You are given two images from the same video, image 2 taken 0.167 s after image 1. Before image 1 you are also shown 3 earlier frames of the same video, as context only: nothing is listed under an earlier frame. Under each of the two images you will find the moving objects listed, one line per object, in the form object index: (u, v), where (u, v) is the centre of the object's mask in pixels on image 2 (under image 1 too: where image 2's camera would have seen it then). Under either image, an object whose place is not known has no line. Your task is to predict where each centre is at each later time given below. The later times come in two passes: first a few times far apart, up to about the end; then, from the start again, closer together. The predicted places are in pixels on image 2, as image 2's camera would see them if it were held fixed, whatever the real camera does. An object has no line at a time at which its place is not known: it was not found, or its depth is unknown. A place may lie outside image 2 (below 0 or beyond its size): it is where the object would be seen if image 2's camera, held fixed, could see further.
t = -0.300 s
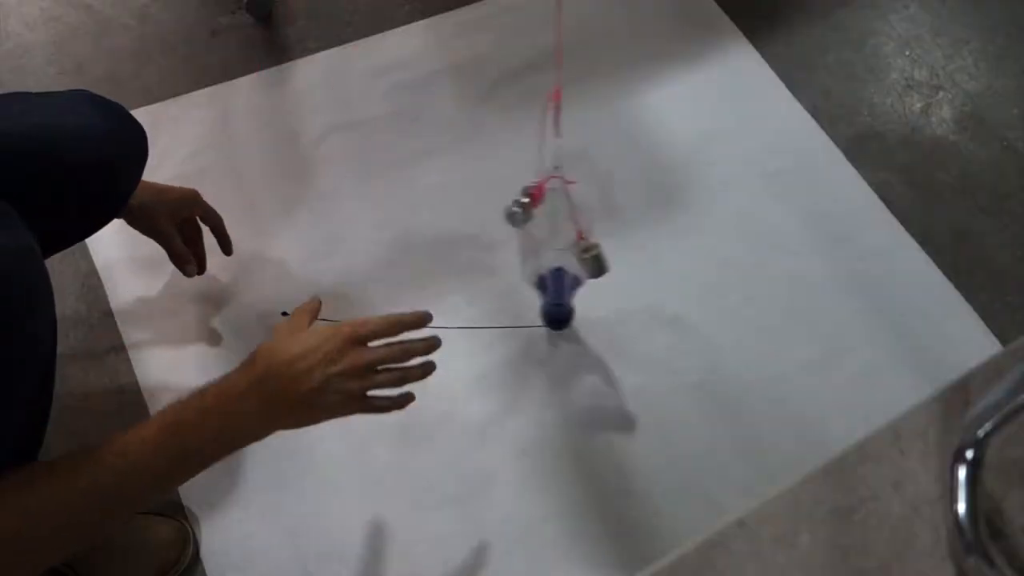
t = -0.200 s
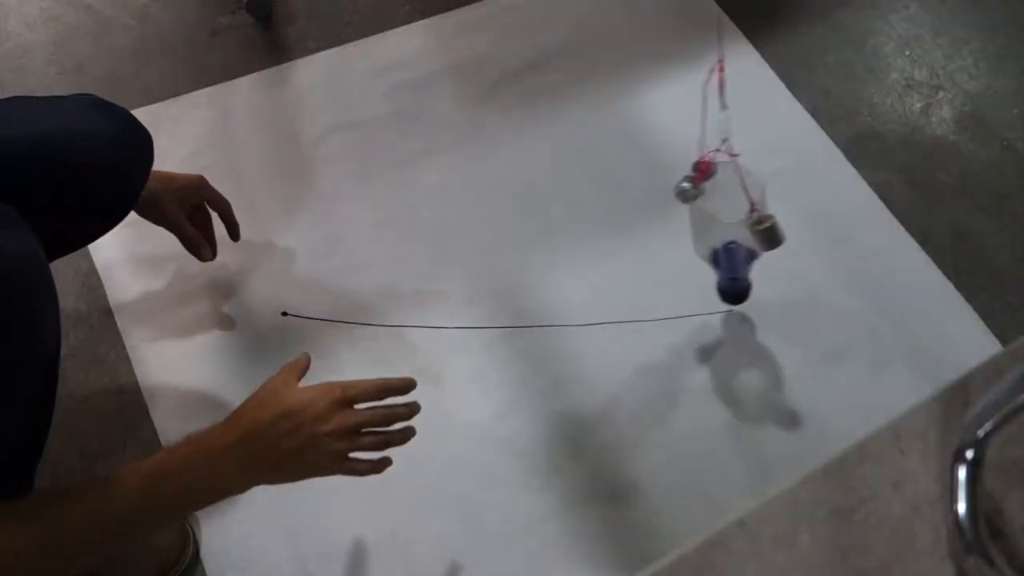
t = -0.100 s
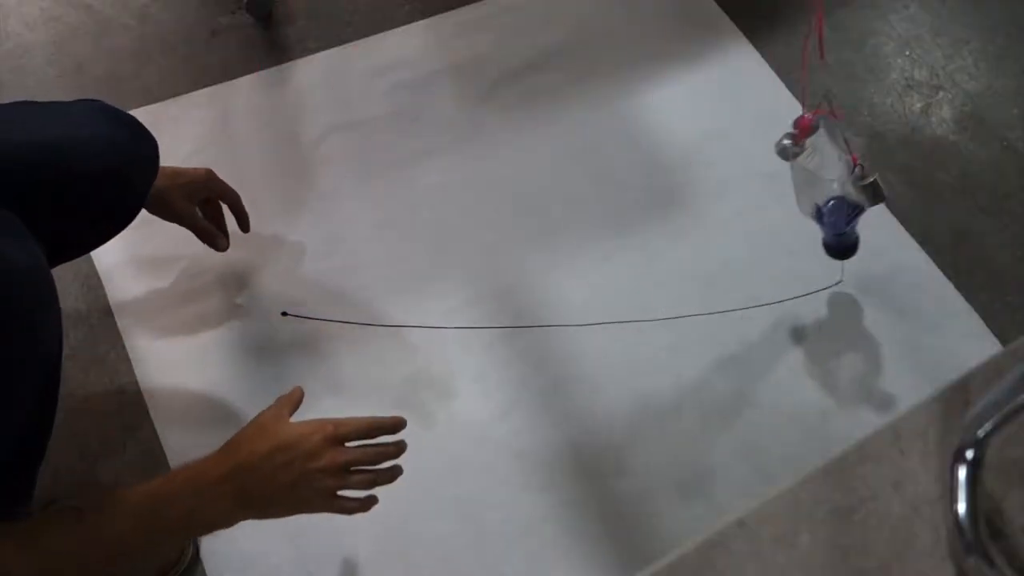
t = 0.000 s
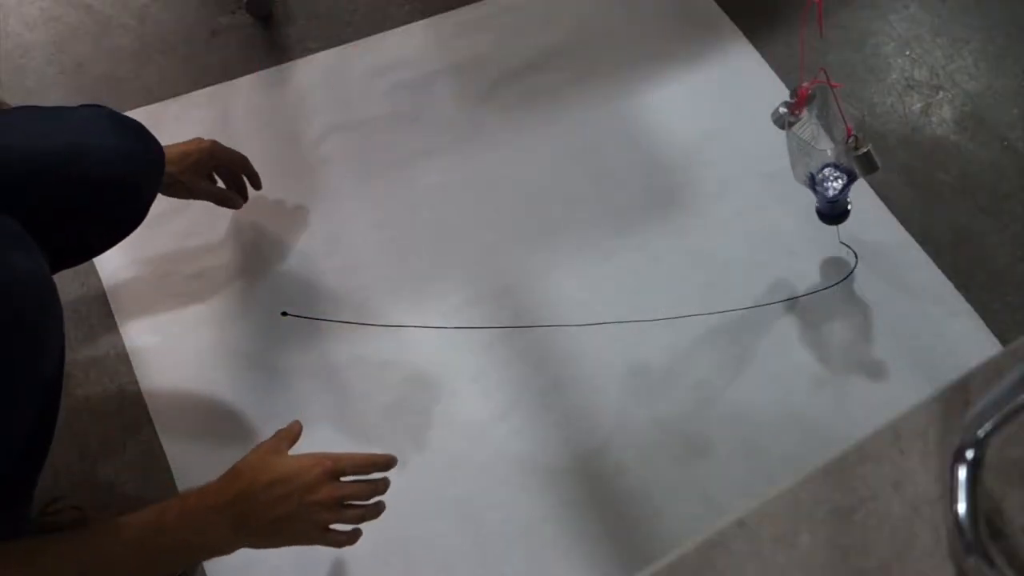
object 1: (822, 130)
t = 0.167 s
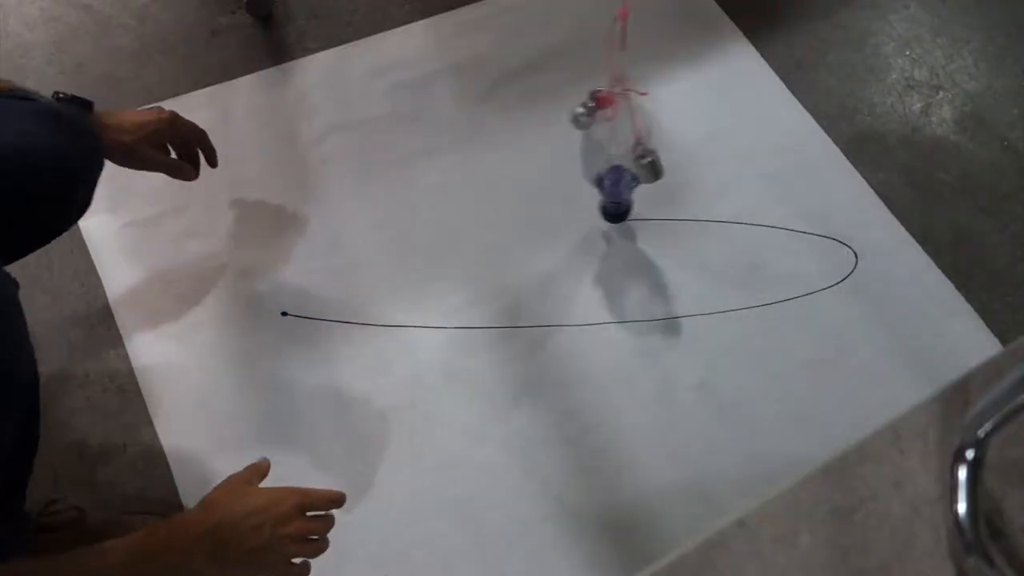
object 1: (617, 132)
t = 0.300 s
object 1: (401, 164)
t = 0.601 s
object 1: (363, 261)
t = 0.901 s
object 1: (778, 154)
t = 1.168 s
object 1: (639, 106)
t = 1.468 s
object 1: (299, 266)
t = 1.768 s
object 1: (578, 213)
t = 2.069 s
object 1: (744, 62)
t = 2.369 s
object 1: (429, 267)
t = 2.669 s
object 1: (407, 276)
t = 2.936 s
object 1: (695, 89)
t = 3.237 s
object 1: (644, 142)
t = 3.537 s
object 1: (337, 296)
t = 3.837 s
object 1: (543, 149)
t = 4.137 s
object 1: (751, 124)
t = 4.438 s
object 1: (450, 254)
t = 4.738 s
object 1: (394, 177)
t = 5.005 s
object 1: (710, 123)
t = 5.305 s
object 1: (654, 206)
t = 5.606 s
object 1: (320, 200)
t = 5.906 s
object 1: (568, 159)
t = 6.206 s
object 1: (766, 186)
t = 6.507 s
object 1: (415, 183)
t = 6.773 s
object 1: (388, 182)
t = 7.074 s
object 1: (745, 187)
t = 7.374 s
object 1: (604, 177)
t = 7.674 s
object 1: (334, 191)
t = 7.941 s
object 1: (569, 223)
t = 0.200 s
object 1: (561, 137)
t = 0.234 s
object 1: (505, 145)
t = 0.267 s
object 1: (452, 153)
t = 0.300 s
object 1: (401, 164)
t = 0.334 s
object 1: (355, 175)
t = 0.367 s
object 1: (317, 185)
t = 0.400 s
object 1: (288, 199)
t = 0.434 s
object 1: (270, 213)
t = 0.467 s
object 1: (264, 228)
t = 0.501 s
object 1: (271, 243)
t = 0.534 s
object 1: (290, 253)
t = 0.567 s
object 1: (322, 260)
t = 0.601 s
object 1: (363, 261)
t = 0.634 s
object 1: (410, 263)
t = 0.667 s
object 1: (462, 258)
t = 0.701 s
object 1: (518, 249)
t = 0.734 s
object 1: (574, 236)
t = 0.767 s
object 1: (627, 222)
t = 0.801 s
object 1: (675, 206)
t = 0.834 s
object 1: (718, 188)
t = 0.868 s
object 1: (752, 169)
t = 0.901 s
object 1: (778, 154)
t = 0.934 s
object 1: (791, 137)
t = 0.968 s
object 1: (796, 117)
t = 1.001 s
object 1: (791, 98)
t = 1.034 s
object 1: (775, 90)
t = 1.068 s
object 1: (751, 87)
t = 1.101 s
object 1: (721, 90)
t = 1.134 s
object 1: (682, 96)
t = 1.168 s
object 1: (639, 106)
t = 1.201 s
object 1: (594, 120)
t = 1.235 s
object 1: (546, 133)
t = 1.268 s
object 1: (499, 151)
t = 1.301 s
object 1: (452, 172)
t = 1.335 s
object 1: (408, 190)
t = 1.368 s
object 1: (369, 212)
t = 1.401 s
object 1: (336, 231)
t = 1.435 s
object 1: (313, 250)
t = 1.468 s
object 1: (299, 266)
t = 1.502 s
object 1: (297, 278)
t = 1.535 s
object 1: (306, 290)
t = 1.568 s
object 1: (326, 294)
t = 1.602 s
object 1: (357, 291)
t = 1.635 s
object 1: (395, 284)
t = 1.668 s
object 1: (438, 272)
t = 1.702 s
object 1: (484, 253)
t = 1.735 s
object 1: (532, 234)
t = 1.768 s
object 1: (578, 213)
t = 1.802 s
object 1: (621, 187)
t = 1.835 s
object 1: (661, 162)
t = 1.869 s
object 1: (695, 134)
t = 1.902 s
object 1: (722, 122)
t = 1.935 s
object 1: (742, 109)
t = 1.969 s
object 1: (754, 86)
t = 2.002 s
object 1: (758, 73)
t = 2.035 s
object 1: (756, 63)
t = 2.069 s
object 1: (744, 62)
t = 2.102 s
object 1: (726, 67)
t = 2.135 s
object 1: (701, 80)
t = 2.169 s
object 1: (670, 99)
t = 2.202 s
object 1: (635, 120)
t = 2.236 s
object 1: (598, 125)
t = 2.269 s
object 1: (559, 149)
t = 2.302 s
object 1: (512, 205)
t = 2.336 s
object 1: (467, 244)
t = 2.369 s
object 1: (429, 267)
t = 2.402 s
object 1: (399, 253)
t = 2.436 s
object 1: (369, 273)
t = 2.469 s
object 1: (347, 290)
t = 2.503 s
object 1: (333, 302)
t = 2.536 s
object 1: (329, 309)
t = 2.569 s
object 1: (335, 307)
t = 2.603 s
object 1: (351, 303)
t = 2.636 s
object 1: (376, 293)
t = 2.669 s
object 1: (407, 276)
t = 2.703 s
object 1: (442, 257)
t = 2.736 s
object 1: (481, 234)
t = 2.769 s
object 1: (521, 212)
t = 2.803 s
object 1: (561, 184)
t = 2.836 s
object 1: (599, 157)
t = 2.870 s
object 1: (635, 129)
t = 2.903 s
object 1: (667, 107)
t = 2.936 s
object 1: (695, 89)
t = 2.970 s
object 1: (716, 71)
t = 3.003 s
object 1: (732, 62)
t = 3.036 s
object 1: (741, 59)
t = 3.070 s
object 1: (742, 61)
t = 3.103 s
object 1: (736, 69)
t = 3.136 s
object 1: (723, 83)
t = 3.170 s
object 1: (702, 99)
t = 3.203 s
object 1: (675, 117)
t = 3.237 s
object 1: (644, 142)
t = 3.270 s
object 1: (607, 168)
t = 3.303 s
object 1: (568, 197)
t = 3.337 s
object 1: (528, 220)
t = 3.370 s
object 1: (486, 241)
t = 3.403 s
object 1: (446, 262)
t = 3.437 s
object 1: (409, 277)
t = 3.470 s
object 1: (378, 288)
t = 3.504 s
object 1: (353, 297)
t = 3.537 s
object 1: (337, 296)
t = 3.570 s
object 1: (330, 290)
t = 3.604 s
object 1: (333, 280)
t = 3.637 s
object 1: (345, 265)
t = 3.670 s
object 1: (366, 248)
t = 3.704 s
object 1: (394, 230)
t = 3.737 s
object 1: (427, 208)
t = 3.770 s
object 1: (464, 188)
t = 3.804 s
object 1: (503, 167)
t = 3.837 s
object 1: (543, 149)
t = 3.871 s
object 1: (583, 129)
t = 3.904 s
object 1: (621, 113)
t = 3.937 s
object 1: (657, 100)
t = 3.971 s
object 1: (688, 91)
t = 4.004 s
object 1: (715, 88)
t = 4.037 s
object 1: (735, 87)
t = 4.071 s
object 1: (748, 93)
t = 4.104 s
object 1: (753, 109)
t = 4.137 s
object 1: (751, 124)
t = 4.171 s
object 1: (739, 140)
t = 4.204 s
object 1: (721, 151)
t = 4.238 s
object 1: (693, 171)
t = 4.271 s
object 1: (661, 189)
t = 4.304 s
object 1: (623, 207)
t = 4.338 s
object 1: (581, 224)
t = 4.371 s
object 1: (537, 237)
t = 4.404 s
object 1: (492, 246)
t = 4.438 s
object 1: (450, 254)
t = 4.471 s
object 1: (411, 260)
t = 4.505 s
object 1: (378, 258)
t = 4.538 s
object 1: (353, 255)
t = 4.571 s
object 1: (336, 246)
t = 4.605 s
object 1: (330, 234)
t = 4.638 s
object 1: (332, 220)
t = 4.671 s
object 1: (345, 205)
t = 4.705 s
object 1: (366, 192)
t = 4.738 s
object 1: (394, 177)
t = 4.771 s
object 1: (429, 164)
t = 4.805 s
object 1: (468, 152)
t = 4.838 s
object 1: (509, 140)
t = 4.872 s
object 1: (552, 132)
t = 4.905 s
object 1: (595, 128)
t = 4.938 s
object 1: (637, 125)
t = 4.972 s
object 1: (675, 123)
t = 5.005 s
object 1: (710, 123)
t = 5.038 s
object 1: (738, 125)
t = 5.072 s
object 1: (760, 136)
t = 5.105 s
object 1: (772, 146)
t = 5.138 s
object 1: (776, 158)
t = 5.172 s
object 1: (769, 157)
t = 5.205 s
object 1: (752, 172)
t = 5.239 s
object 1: (727, 184)
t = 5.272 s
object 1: (693, 195)
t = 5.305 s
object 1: (654, 206)
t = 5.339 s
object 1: (609, 214)
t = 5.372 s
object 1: (562, 220)
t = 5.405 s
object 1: (515, 225)
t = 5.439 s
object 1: (468, 226)
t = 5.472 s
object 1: (425, 225)
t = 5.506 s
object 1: (387, 223)
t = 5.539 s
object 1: (356, 216)
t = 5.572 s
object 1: (333, 209)
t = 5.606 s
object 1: (320, 200)
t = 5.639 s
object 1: (317, 191)
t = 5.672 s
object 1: (323, 183)
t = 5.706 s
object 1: (339, 177)
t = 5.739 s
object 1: (363, 172)
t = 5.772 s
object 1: (396, 168)
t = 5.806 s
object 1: (434, 165)
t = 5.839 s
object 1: (476, 162)
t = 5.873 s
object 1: (521, 162)
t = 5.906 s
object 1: (568, 159)
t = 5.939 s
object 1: (613, 161)
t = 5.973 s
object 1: (657, 161)
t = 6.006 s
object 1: (696, 164)
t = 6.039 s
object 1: (729, 166)
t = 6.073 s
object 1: (756, 169)
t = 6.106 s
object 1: (774, 170)
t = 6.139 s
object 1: (781, 174)
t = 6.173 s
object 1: (779, 181)
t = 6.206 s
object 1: (766, 186)
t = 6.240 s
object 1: (743, 190)
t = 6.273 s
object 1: (713, 190)
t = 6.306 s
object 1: (675, 190)
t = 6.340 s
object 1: (634, 187)
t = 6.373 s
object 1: (589, 187)
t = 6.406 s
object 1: (543, 187)
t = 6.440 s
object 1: (497, 189)
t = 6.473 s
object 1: (454, 186)
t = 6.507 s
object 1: (415, 183)
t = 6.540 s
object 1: (381, 180)
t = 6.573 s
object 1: (355, 177)
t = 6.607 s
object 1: (337, 175)
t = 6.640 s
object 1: (328, 174)
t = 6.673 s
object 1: (329, 174)
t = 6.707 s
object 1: (340, 176)
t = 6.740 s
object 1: (360, 178)
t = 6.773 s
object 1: (388, 182)
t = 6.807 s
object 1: (423, 186)
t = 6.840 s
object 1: (462, 195)
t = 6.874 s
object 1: (506, 194)
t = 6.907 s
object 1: (552, 192)
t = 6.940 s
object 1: (597, 192)
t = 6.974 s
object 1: (642, 197)
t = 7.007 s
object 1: (682, 191)
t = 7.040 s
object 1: (717, 186)
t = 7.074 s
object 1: (745, 187)
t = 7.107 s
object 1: (765, 185)
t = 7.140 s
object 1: (775, 180)
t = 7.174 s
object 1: (775, 175)
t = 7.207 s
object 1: (765, 172)
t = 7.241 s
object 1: (747, 168)
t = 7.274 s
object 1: (720, 166)
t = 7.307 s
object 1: (686, 165)
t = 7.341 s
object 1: (648, 162)
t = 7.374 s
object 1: (604, 177)
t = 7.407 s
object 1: (561, 159)
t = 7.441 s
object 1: (518, 158)
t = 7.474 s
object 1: (476, 159)
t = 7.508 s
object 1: (437, 162)
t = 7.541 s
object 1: (402, 166)
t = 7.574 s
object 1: (373, 171)
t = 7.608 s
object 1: (351, 176)
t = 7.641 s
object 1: (338, 183)
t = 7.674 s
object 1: (334, 191)
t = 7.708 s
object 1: (339, 201)
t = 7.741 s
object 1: (354, 210)
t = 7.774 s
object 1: (377, 218)
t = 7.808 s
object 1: (407, 224)
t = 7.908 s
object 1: (526, 227)
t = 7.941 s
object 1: (569, 223)
